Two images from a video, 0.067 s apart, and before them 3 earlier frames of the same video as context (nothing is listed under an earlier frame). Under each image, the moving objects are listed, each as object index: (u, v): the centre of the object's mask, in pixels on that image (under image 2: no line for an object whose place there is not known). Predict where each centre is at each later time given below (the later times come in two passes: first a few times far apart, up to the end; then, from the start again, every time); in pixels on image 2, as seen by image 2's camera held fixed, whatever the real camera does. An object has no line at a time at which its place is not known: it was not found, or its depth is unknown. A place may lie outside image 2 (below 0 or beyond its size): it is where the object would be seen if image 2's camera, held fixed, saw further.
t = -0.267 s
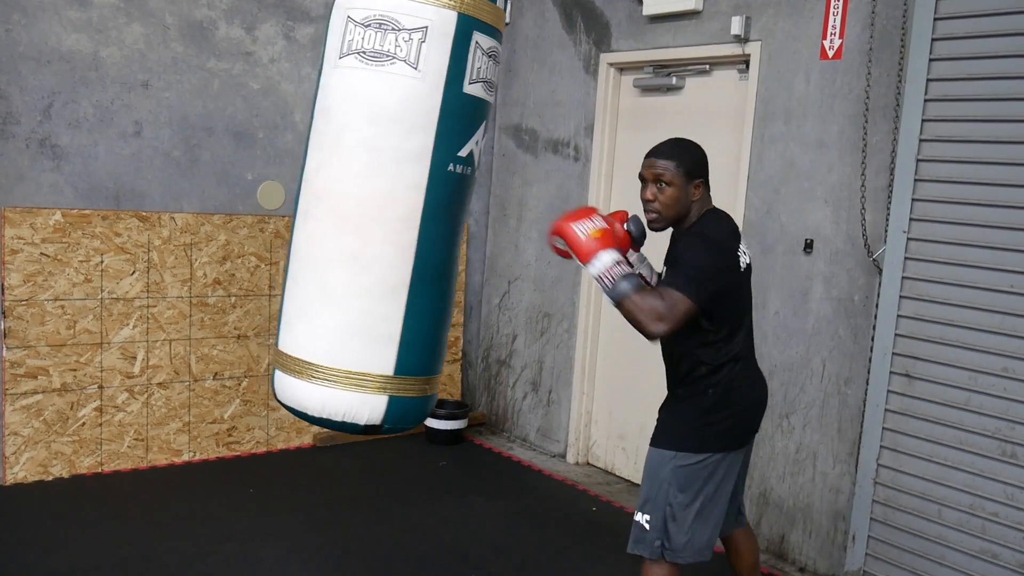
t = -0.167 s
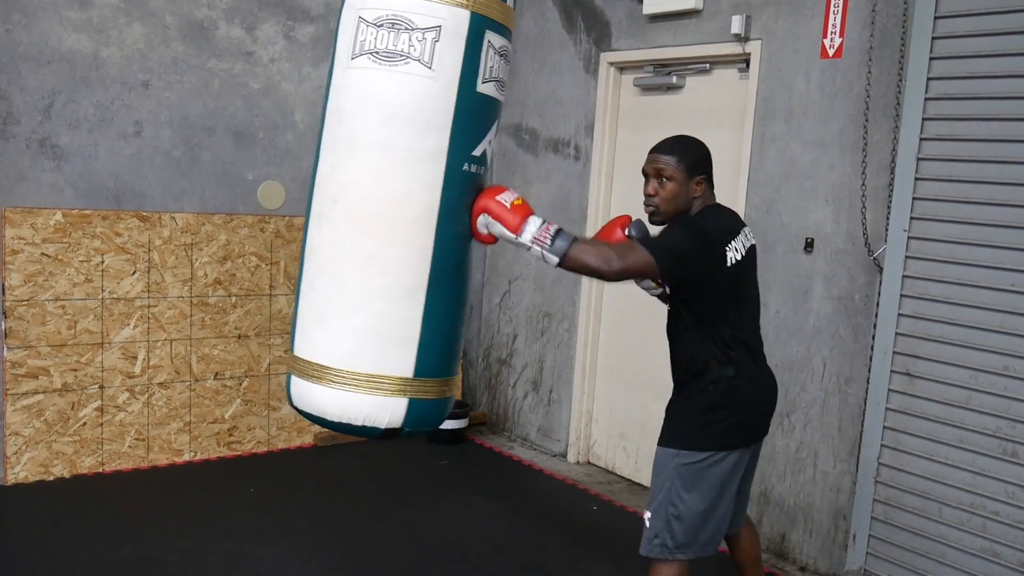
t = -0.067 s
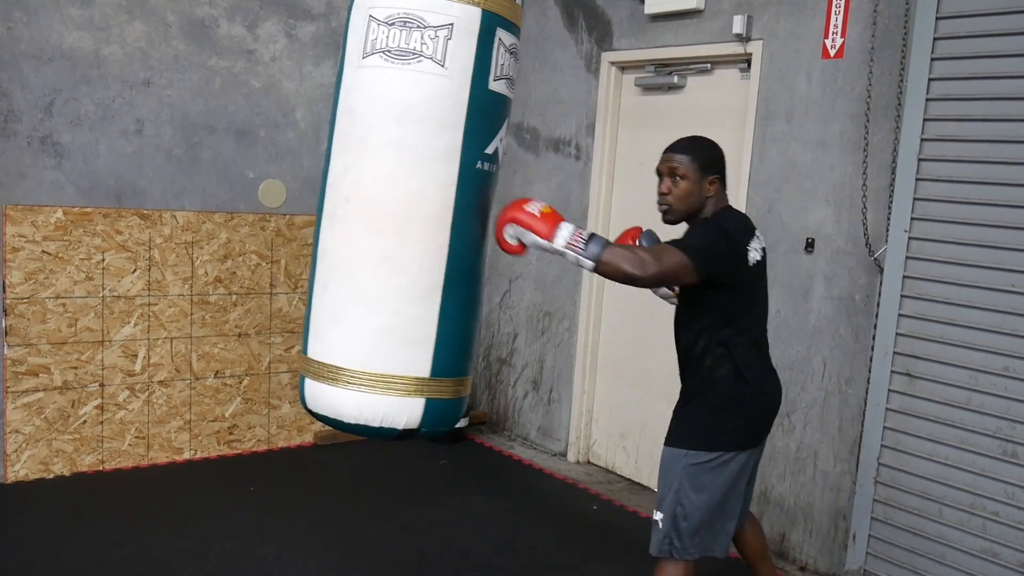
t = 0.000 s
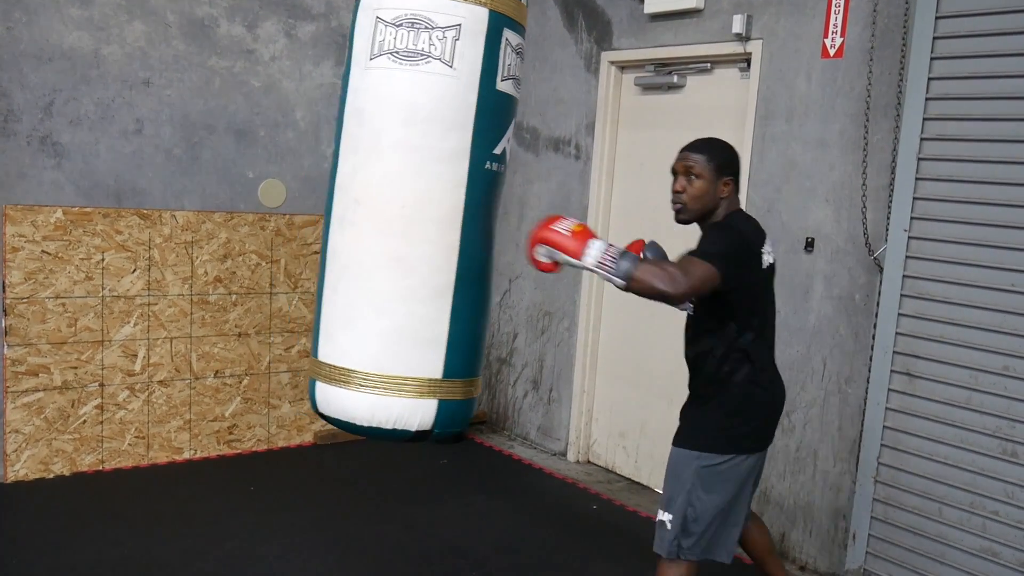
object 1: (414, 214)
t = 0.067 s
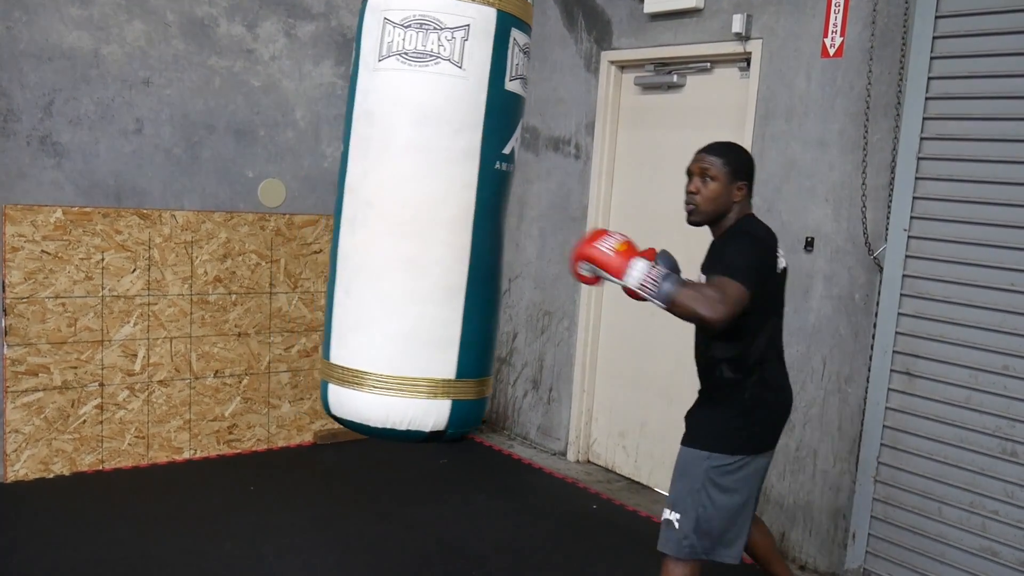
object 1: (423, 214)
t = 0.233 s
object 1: (448, 218)
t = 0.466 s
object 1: (482, 218)
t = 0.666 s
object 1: (500, 215)
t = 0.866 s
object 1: (506, 211)
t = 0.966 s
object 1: (504, 210)
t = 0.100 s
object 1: (428, 215)
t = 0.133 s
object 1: (433, 215)
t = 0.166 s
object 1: (437, 216)
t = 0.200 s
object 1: (443, 217)
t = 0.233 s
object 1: (448, 218)
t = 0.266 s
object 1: (453, 217)
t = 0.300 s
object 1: (459, 218)
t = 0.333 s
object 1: (463, 218)
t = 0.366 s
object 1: (468, 218)
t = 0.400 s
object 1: (473, 218)
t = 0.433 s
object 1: (477, 218)
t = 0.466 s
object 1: (482, 218)
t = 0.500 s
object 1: (485, 216)
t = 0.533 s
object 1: (489, 216)
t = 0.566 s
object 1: (492, 215)
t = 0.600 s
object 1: (495, 216)
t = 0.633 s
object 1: (498, 216)
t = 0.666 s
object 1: (500, 215)
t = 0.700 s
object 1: (502, 215)
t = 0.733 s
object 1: (503, 213)
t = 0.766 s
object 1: (505, 212)
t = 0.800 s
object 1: (505, 212)
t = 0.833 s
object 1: (506, 212)
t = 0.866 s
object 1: (506, 211)
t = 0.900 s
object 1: (505, 211)
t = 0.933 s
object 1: (505, 210)
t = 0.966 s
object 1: (504, 210)
